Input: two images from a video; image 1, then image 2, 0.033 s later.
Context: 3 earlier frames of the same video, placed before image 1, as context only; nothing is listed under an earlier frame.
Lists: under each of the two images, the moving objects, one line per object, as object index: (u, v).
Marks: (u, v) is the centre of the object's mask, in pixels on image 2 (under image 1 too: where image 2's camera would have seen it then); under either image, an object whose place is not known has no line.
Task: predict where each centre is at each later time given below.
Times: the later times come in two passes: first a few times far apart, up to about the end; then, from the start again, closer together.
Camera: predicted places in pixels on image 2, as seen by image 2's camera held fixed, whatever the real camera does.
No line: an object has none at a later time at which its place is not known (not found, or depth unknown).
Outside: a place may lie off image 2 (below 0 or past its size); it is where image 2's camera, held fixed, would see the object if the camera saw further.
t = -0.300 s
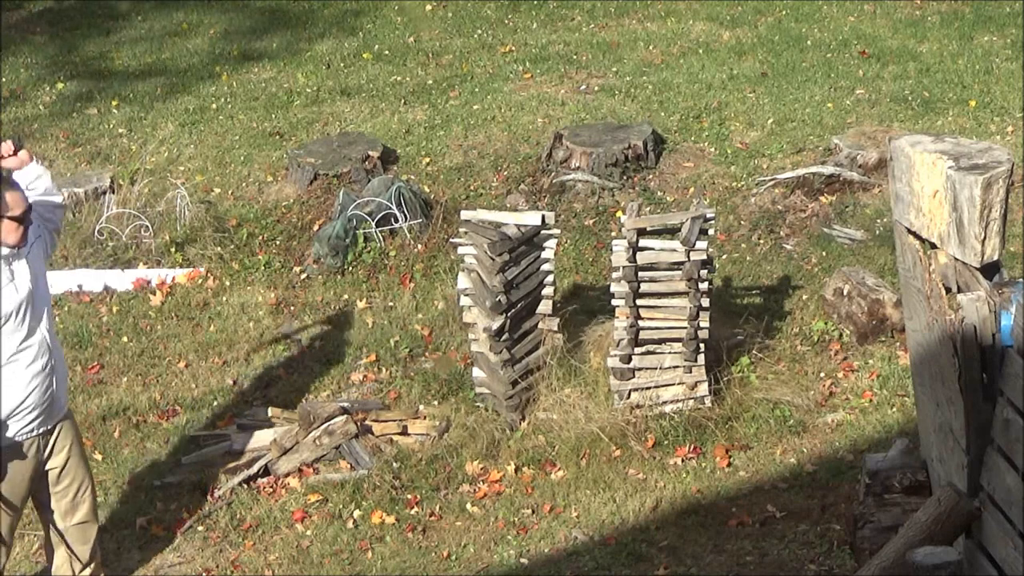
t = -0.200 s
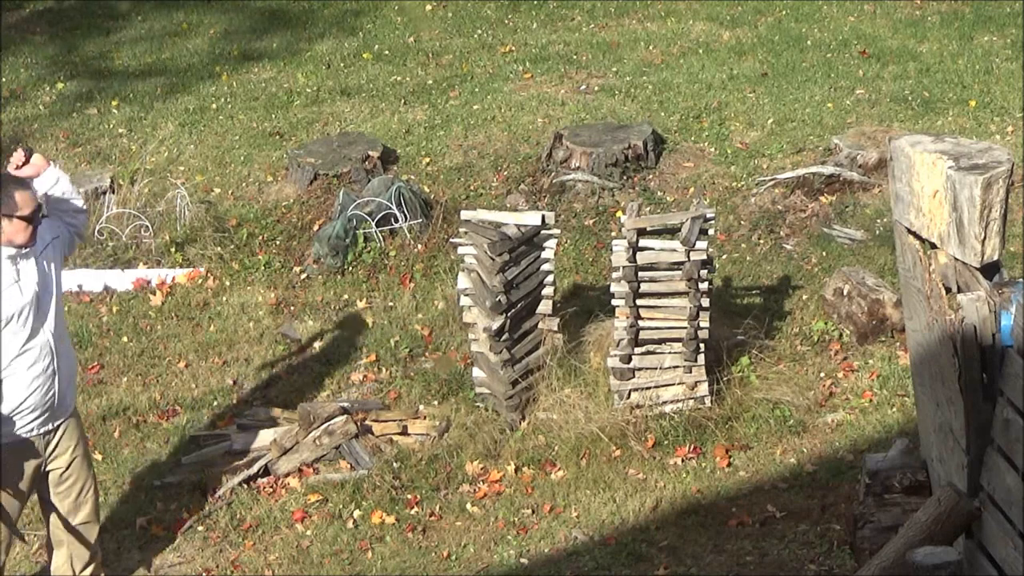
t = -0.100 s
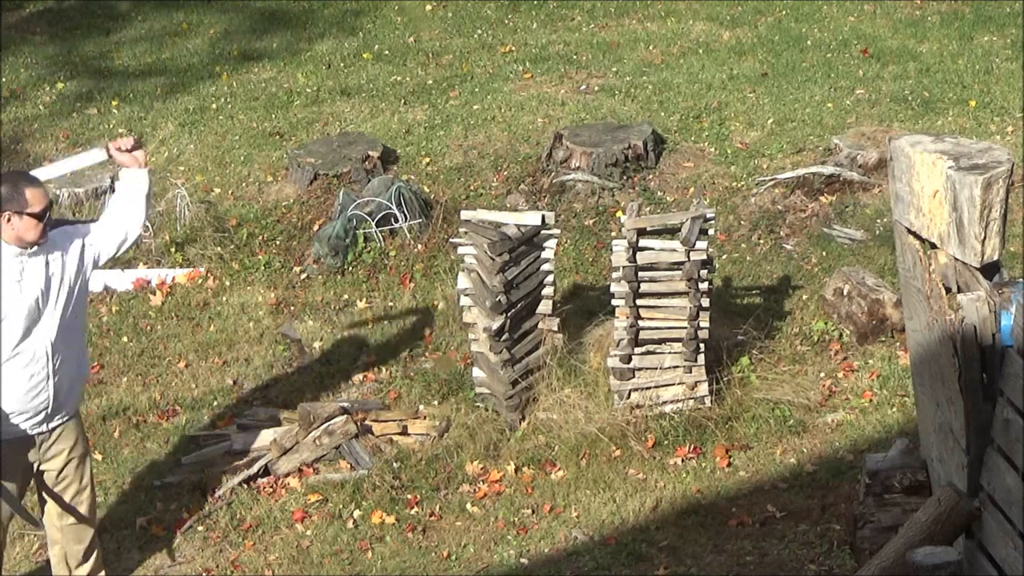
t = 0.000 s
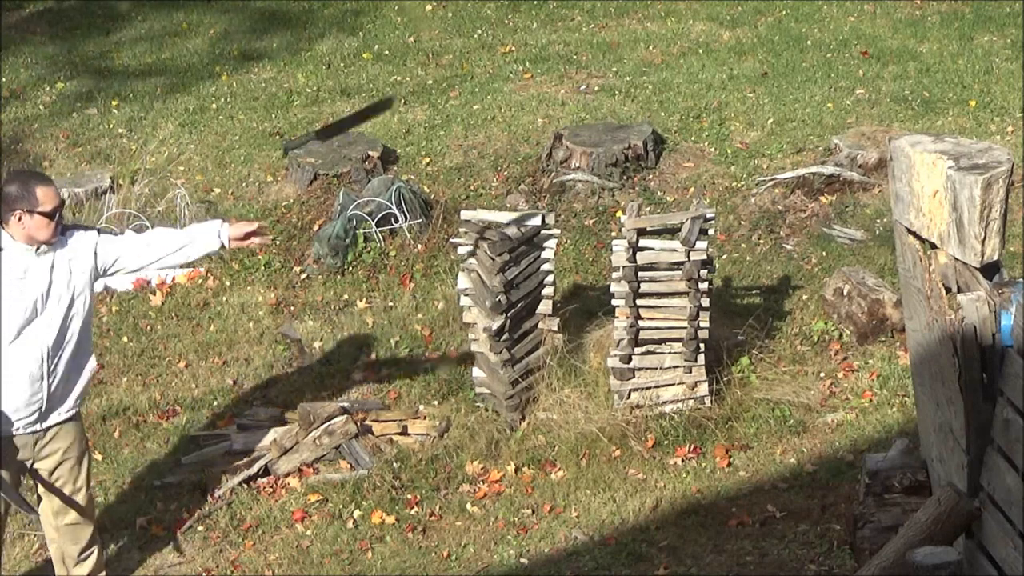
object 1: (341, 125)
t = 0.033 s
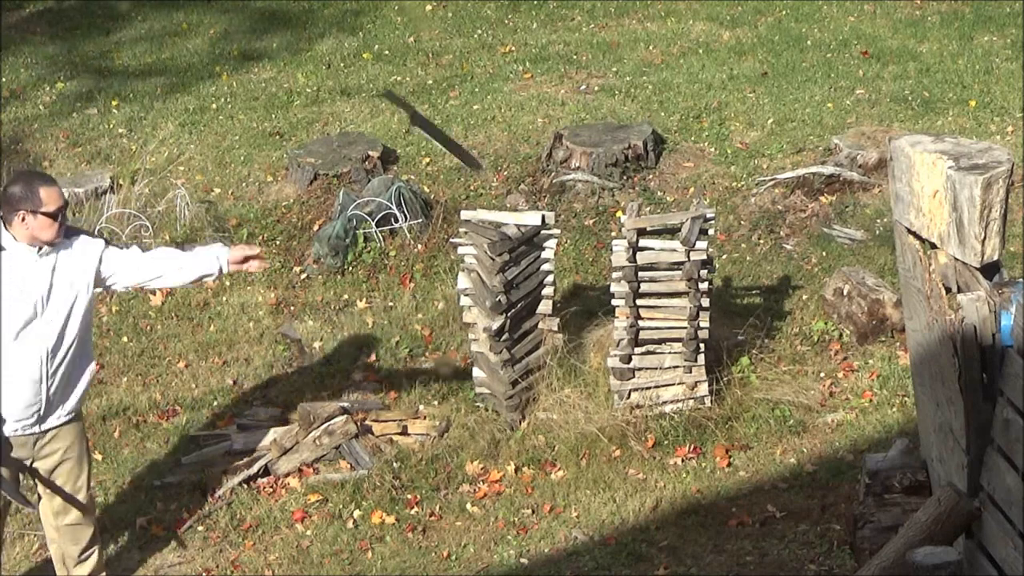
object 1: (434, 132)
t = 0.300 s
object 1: (896, 182)
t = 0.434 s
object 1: (891, 187)
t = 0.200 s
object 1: (894, 186)
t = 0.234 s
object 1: (898, 188)
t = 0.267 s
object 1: (896, 185)
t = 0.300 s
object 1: (896, 182)
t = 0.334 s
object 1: (895, 184)
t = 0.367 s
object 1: (895, 186)
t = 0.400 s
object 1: (894, 186)
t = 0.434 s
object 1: (891, 187)
